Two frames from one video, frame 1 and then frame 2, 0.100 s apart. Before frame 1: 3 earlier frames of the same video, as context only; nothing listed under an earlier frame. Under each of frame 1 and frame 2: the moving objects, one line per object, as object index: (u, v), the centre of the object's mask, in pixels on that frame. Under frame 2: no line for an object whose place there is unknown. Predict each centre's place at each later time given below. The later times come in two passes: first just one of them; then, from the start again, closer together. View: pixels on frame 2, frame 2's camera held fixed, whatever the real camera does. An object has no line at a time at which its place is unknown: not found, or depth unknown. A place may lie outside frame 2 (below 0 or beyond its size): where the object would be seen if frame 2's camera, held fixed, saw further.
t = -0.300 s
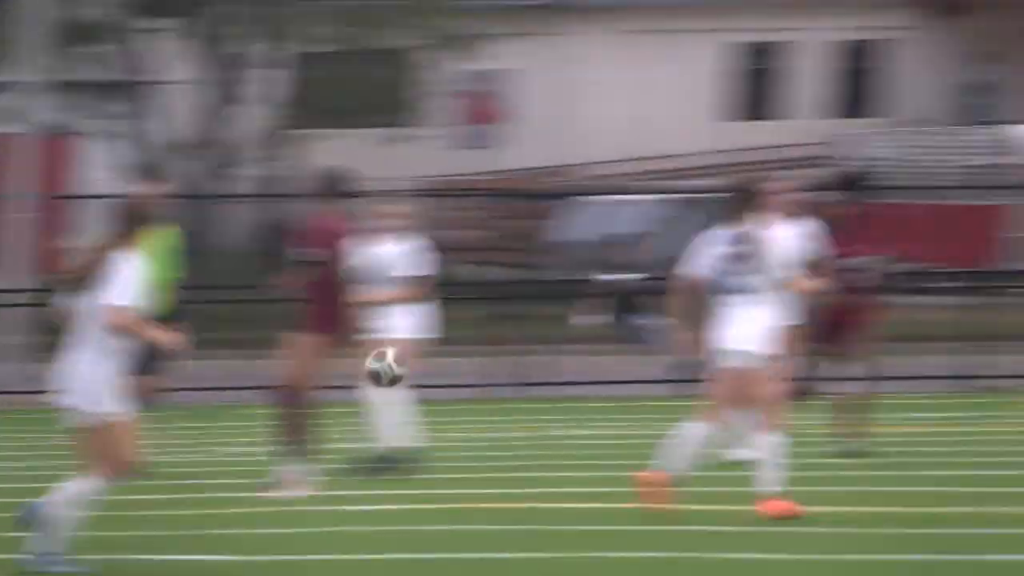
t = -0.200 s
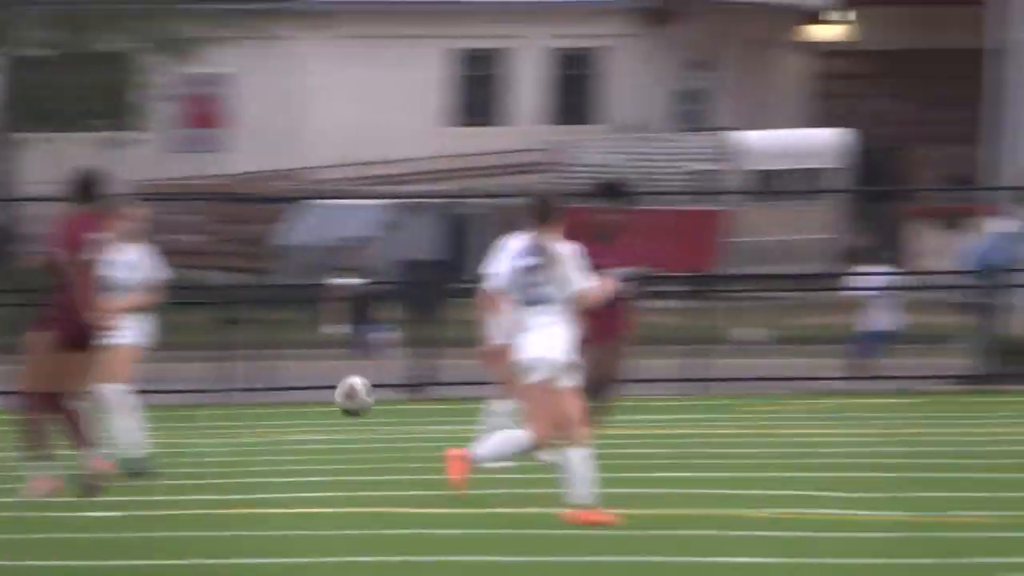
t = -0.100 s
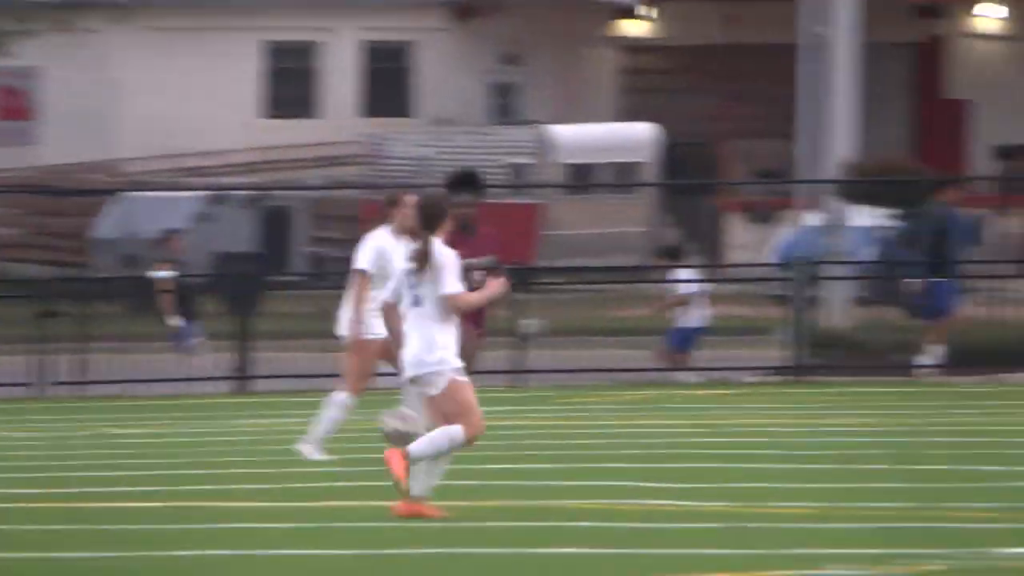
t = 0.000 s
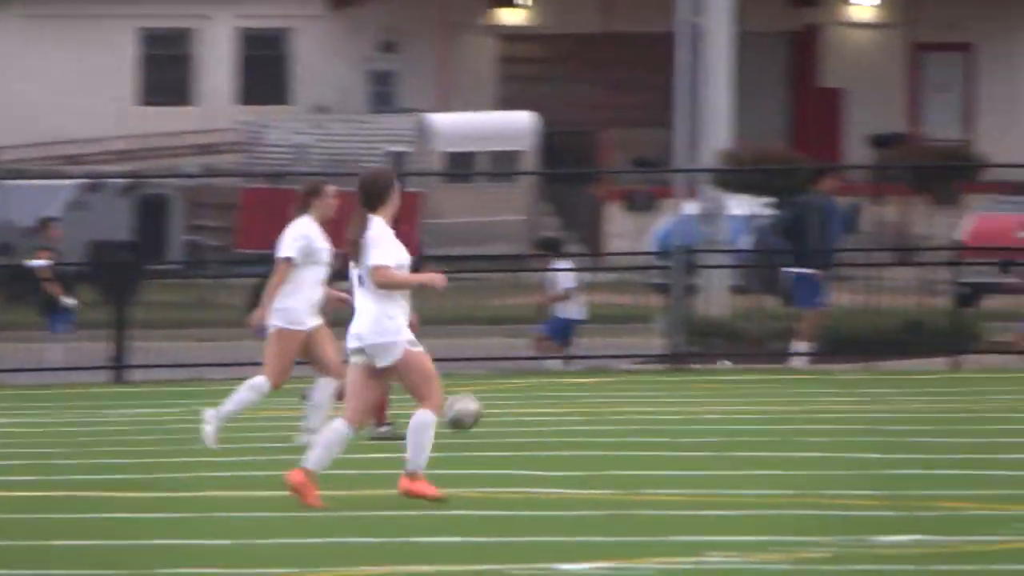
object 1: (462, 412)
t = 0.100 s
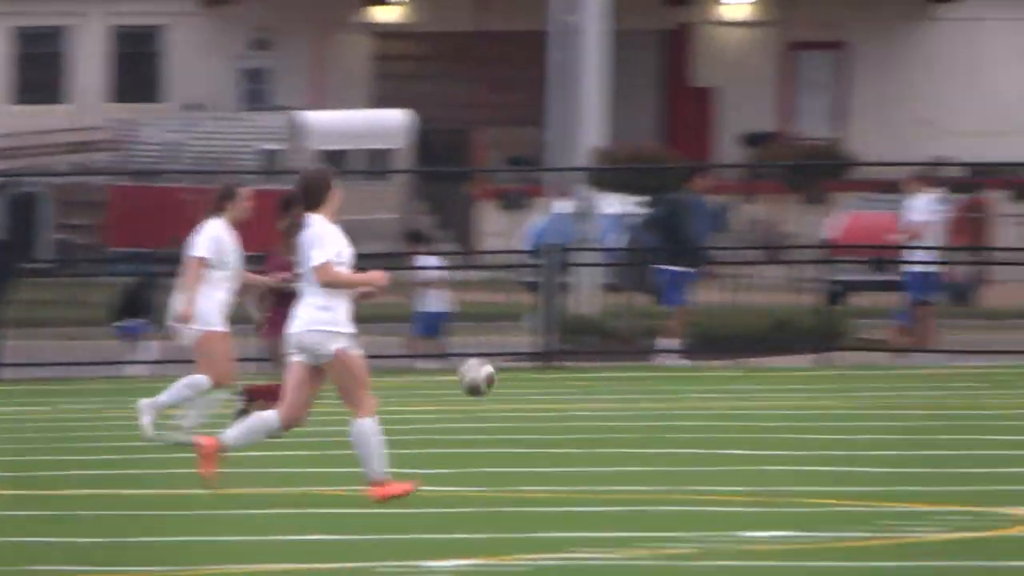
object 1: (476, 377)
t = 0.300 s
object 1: (746, 373)
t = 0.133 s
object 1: (524, 372)
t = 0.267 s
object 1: (704, 367)
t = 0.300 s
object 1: (746, 373)
